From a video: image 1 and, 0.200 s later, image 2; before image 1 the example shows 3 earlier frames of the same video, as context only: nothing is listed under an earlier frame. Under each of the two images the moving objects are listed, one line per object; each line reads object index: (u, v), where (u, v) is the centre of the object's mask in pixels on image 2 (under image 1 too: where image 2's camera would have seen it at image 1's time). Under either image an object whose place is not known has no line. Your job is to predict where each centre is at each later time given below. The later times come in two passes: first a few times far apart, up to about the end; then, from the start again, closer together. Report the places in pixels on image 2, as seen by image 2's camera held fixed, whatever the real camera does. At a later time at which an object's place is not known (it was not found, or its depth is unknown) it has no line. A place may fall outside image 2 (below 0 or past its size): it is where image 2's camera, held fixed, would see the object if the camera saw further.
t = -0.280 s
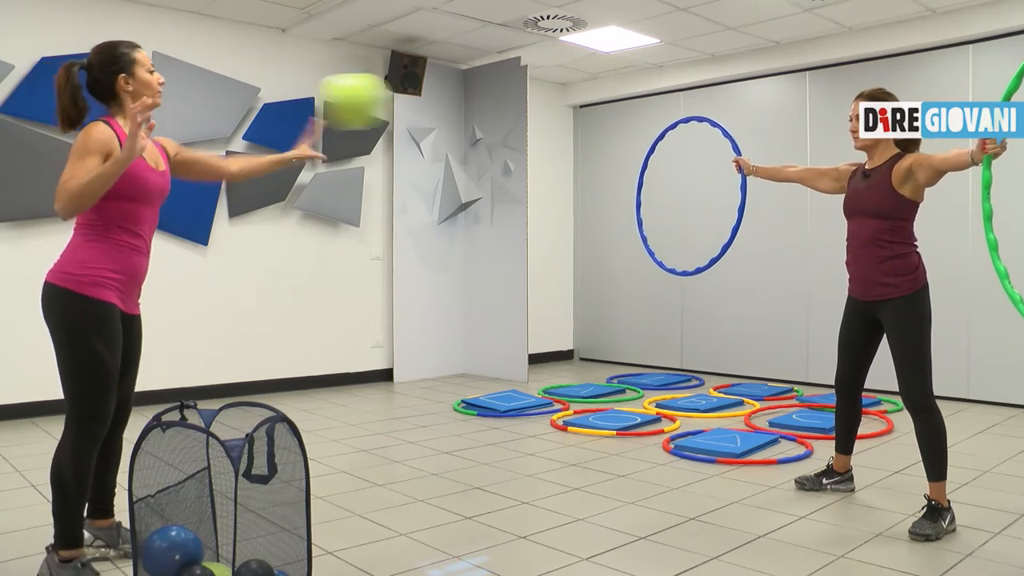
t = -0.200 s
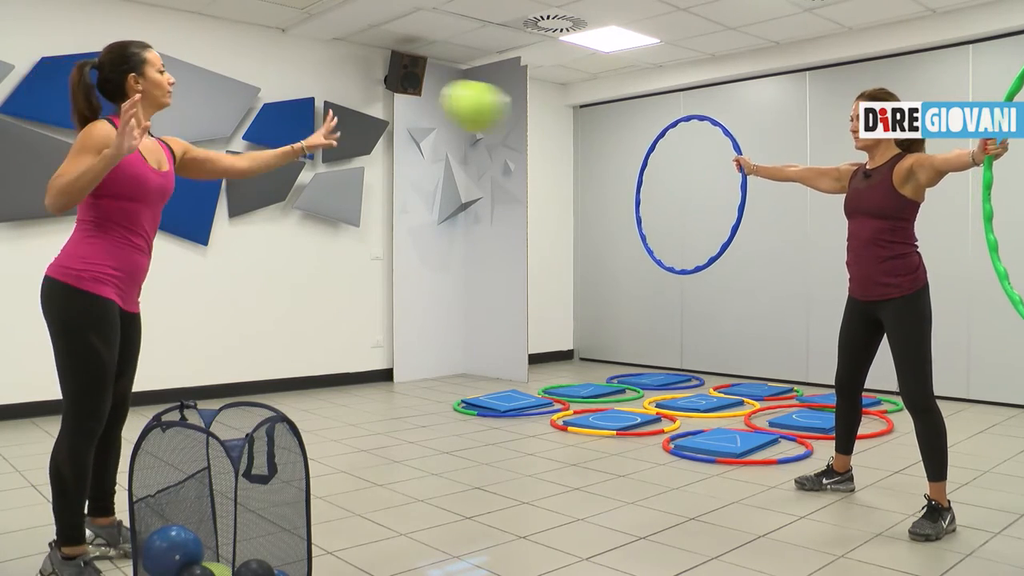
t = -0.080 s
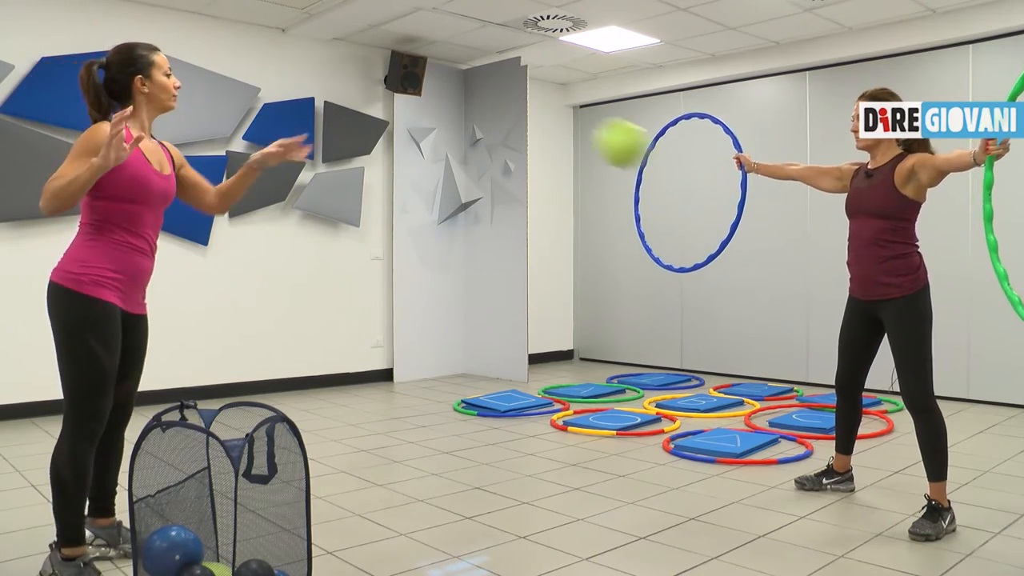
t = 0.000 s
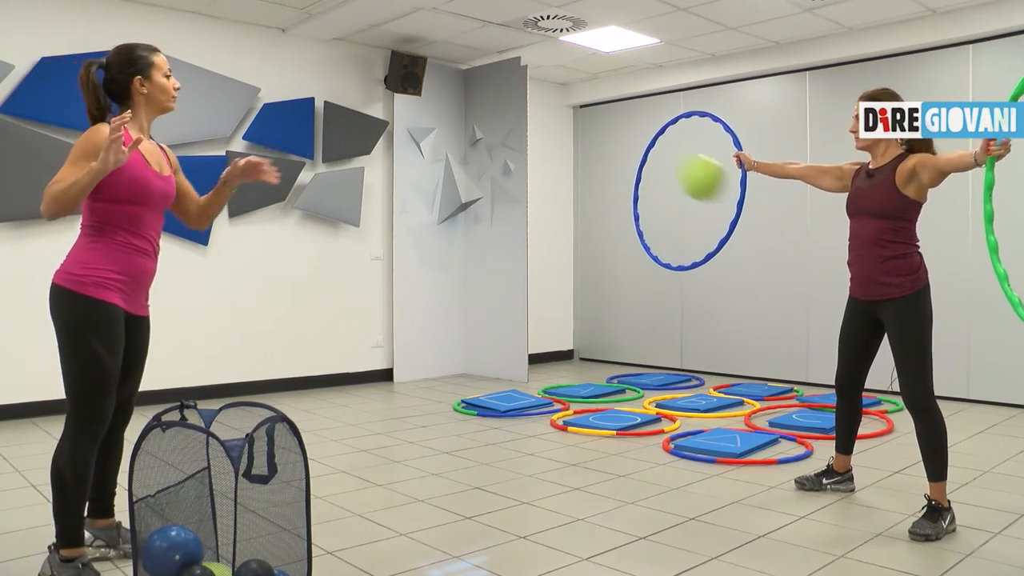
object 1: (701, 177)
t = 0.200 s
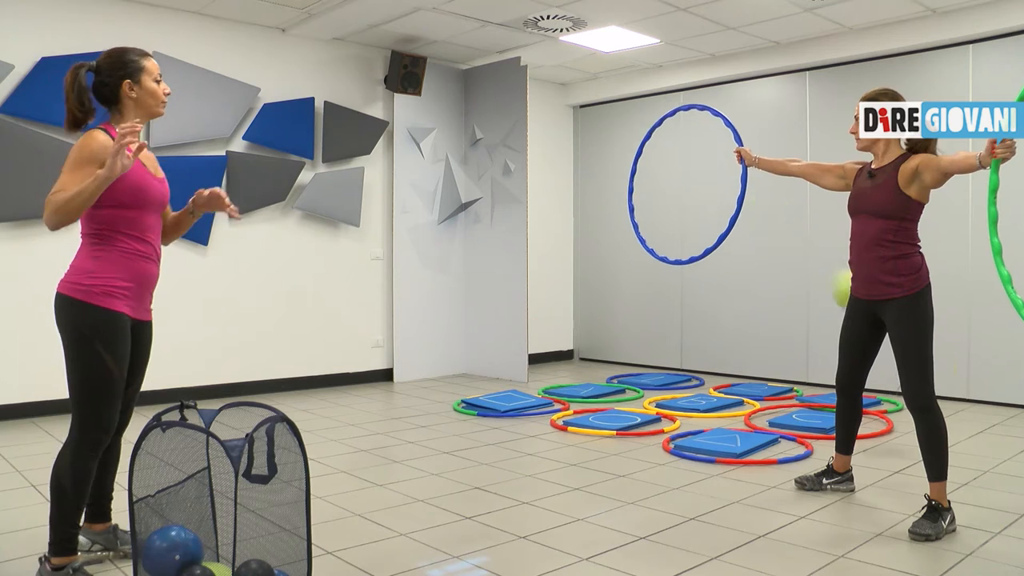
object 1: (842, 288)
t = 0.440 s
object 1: (958, 392)
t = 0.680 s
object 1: (1002, 357)
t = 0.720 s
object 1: (1008, 359)
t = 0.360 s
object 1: (946, 403)
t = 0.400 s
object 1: (953, 408)
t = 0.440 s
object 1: (958, 392)
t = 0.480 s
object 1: (966, 380)
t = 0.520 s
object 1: (973, 371)
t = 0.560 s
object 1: (981, 364)
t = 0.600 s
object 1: (988, 359)
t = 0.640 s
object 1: (995, 357)
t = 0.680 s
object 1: (1002, 357)
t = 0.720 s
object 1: (1008, 359)
